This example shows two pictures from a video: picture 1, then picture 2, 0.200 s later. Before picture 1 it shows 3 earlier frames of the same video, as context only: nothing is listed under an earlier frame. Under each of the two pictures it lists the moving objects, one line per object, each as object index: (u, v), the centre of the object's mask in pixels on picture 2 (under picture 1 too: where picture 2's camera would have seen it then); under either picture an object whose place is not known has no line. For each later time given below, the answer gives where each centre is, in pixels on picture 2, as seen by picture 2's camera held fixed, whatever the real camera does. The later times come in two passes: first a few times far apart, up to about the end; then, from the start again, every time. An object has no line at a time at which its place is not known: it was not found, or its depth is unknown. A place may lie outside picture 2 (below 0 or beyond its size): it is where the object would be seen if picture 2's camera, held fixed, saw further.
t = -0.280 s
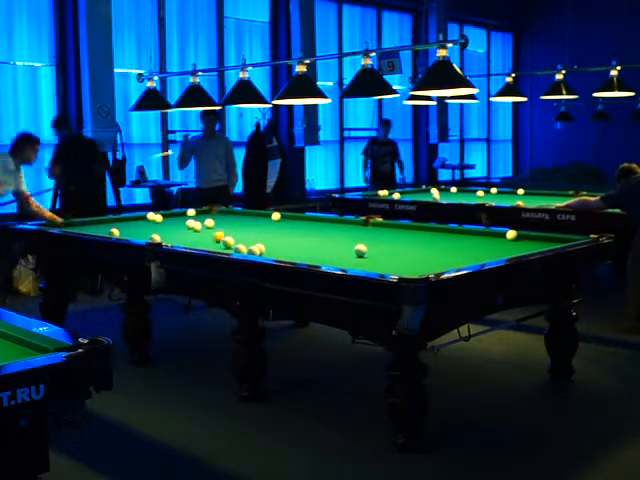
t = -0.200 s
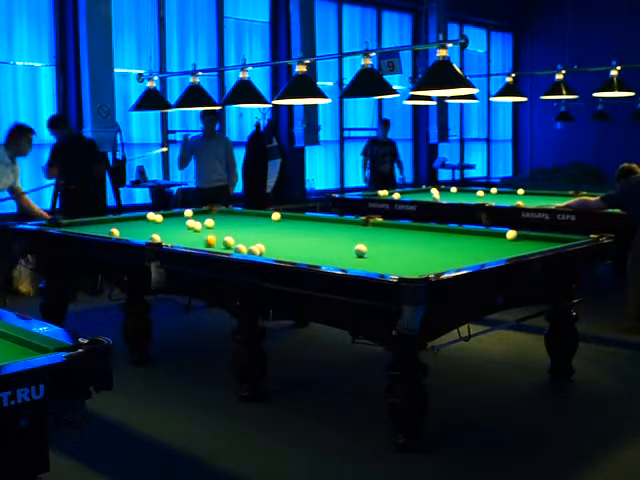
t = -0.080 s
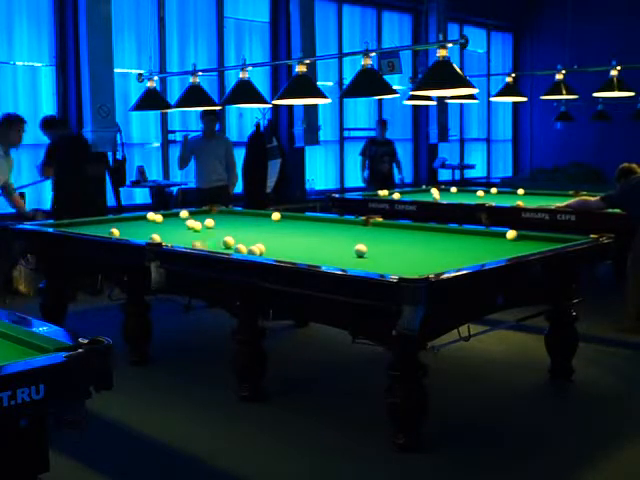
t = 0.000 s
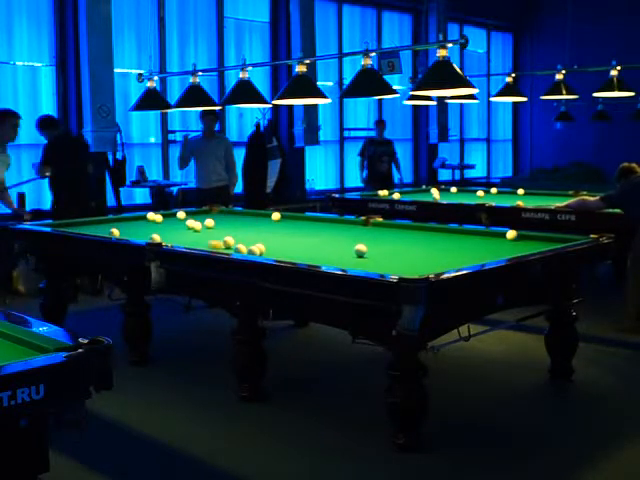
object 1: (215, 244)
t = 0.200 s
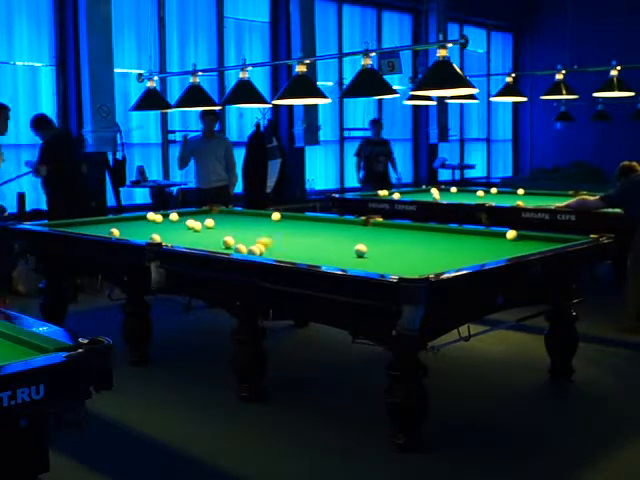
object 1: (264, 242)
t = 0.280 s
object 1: (279, 242)
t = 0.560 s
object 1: (332, 240)
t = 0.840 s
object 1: (381, 238)
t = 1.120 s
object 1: (429, 236)
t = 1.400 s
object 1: (473, 234)
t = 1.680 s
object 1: (496, 234)
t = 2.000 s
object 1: (497, 238)
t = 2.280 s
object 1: (498, 242)
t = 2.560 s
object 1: (500, 245)
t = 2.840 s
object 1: (501, 248)
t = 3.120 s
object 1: (503, 251)
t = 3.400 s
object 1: (503, 253)
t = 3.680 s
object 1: (489, 256)
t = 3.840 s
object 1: (478, 257)
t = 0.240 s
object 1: (272, 243)
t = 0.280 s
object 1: (279, 242)
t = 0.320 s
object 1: (287, 242)
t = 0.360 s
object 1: (295, 242)
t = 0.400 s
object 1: (302, 241)
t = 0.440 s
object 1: (310, 241)
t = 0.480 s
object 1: (317, 241)
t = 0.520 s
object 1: (326, 240)
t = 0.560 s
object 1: (332, 240)
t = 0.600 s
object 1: (340, 239)
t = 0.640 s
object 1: (346, 239)
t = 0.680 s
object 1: (353, 239)
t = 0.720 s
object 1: (360, 238)
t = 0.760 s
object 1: (368, 238)
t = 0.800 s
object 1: (375, 238)
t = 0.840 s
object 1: (381, 238)
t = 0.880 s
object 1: (389, 237)
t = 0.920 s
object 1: (396, 237)
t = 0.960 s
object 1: (402, 236)
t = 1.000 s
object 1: (408, 236)
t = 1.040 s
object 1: (416, 236)
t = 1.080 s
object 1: (423, 236)
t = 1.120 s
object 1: (429, 236)
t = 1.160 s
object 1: (436, 235)
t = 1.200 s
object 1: (441, 235)
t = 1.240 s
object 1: (449, 235)
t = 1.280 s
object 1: (455, 234)
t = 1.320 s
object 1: (461, 234)
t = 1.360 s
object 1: (467, 233)
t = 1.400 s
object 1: (473, 234)
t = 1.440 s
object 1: (479, 233)
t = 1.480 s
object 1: (486, 233)
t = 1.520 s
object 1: (492, 233)
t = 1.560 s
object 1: (495, 233)
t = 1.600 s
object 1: (496, 233)
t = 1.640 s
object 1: (495, 234)
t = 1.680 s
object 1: (496, 234)
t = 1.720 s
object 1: (496, 235)
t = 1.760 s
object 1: (496, 235)
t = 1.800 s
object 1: (496, 236)
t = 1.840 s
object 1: (496, 236)
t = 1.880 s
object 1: (496, 236)
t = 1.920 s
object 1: (496, 237)
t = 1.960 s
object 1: (496, 237)
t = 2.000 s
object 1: (497, 238)
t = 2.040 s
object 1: (496, 238)
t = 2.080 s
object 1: (497, 239)
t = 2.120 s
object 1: (497, 239)
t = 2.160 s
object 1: (497, 240)
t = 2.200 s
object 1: (497, 240)
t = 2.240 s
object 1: (498, 242)
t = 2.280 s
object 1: (498, 242)
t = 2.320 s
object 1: (498, 242)
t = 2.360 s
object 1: (498, 243)
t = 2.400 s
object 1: (499, 243)
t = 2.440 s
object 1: (499, 243)
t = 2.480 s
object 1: (499, 244)
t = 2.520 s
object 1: (500, 244)
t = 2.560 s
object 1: (500, 245)
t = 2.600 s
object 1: (500, 246)
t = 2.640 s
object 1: (500, 246)
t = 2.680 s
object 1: (500, 246)
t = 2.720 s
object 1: (501, 247)
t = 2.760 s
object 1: (501, 247)
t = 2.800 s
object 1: (501, 248)
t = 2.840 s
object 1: (501, 248)
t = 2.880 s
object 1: (502, 249)
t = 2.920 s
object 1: (502, 250)
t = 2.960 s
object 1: (502, 250)
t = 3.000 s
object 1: (502, 250)
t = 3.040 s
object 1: (502, 251)
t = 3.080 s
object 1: (502, 251)
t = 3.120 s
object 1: (503, 251)
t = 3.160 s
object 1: (502, 252)
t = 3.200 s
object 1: (503, 252)
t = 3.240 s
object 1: (503, 252)
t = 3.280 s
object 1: (503, 253)
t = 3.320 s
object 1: (503, 253)
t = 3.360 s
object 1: (503, 253)
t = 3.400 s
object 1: (503, 253)
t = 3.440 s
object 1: (501, 254)
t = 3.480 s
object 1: (499, 254)
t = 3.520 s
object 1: (497, 254)
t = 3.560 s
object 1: (495, 254)
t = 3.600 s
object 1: (492, 255)
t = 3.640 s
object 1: (490, 255)
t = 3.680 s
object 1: (489, 256)
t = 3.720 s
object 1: (486, 256)
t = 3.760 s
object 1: (482, 257)
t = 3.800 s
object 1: (481, 257)
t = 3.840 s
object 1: (478, 257)
